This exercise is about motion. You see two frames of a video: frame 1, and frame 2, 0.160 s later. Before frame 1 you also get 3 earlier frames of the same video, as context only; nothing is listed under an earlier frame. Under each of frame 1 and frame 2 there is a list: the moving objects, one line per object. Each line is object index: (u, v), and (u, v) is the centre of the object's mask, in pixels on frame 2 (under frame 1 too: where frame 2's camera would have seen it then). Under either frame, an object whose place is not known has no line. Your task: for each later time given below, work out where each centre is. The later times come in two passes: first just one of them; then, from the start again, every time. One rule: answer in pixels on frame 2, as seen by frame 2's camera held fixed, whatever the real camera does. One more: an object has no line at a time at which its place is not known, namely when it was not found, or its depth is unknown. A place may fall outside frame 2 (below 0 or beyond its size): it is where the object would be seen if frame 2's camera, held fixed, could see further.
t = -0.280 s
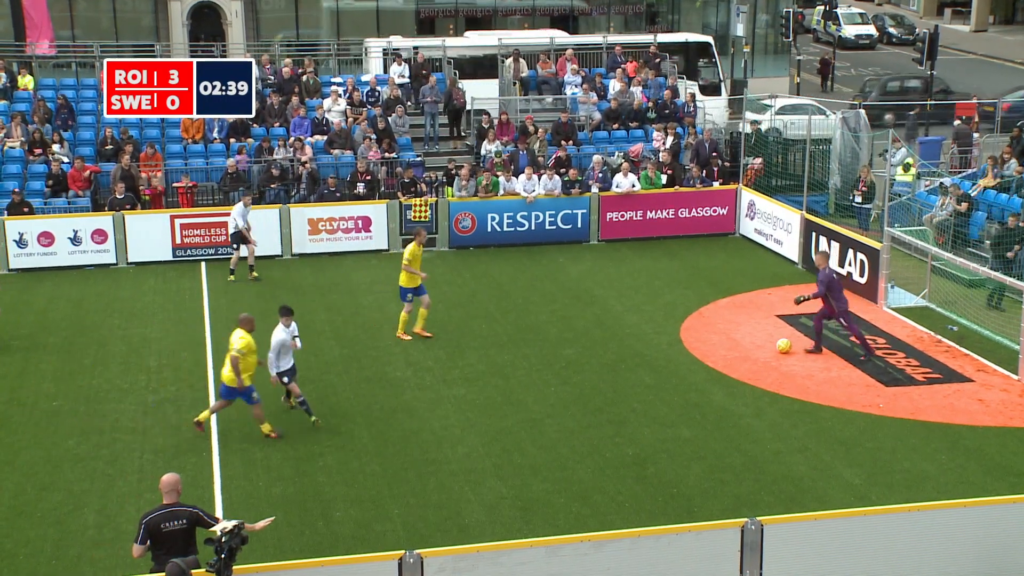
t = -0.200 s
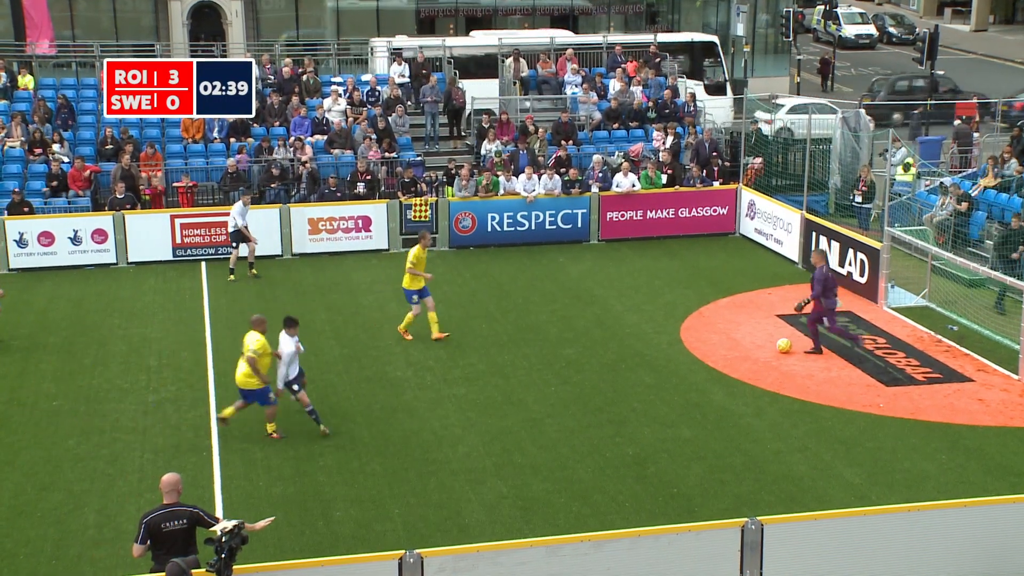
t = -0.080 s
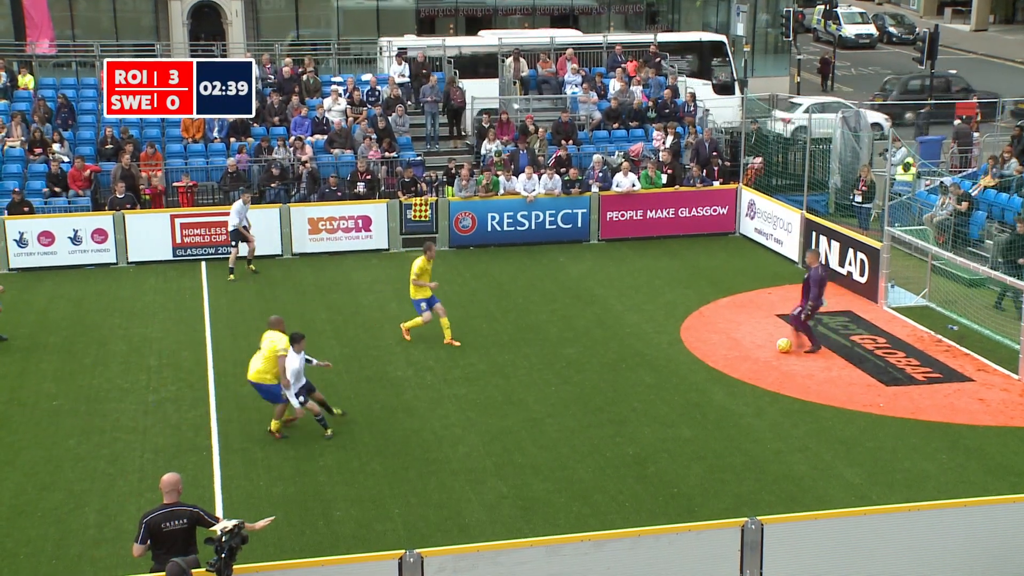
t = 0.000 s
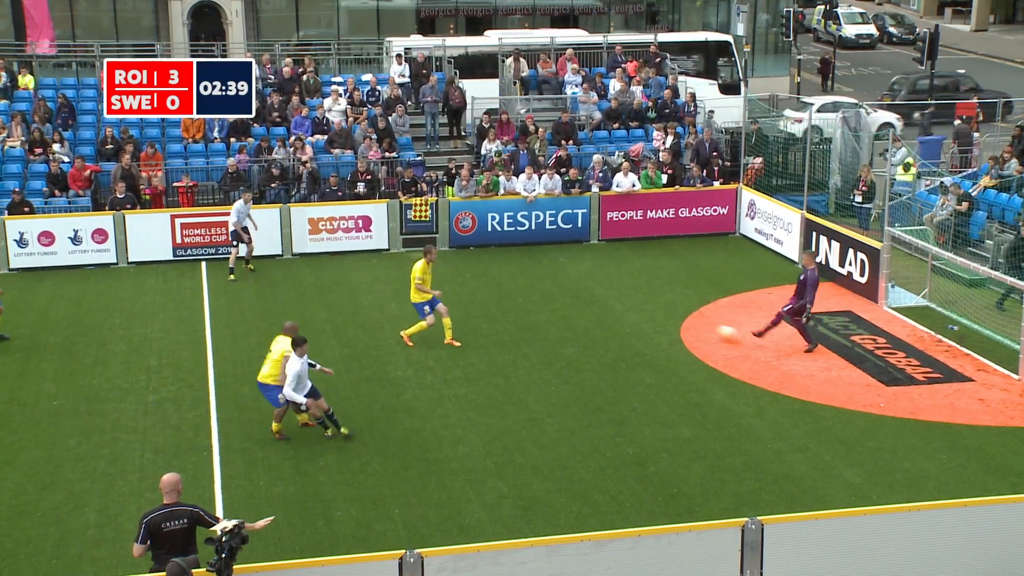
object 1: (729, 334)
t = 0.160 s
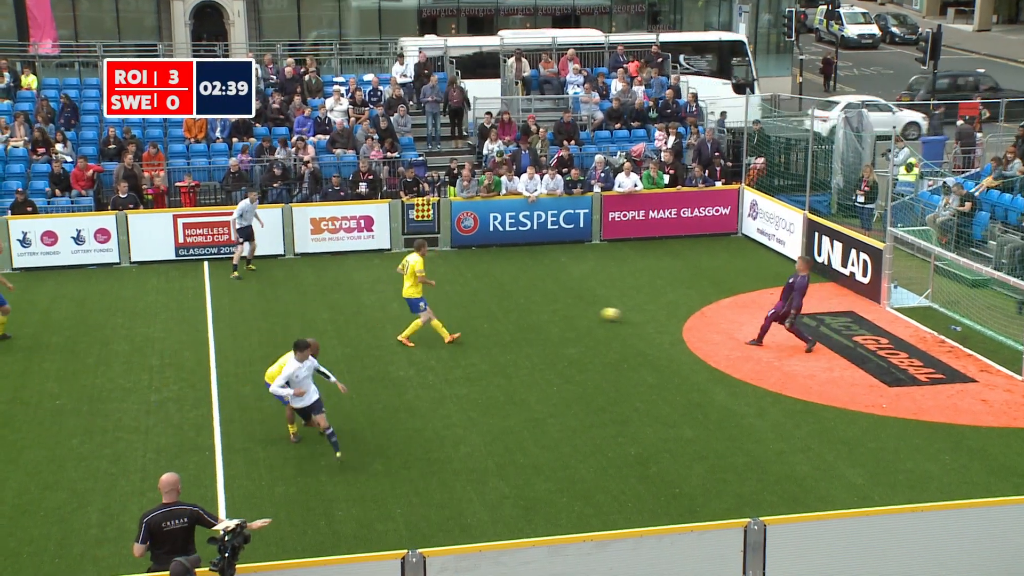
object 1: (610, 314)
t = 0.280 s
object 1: (539, 300)
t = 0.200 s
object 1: (585, 311)
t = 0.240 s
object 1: (561, 305)
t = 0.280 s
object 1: (539, 300)
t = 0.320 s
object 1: (518, 296)
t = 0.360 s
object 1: (497, 293)
